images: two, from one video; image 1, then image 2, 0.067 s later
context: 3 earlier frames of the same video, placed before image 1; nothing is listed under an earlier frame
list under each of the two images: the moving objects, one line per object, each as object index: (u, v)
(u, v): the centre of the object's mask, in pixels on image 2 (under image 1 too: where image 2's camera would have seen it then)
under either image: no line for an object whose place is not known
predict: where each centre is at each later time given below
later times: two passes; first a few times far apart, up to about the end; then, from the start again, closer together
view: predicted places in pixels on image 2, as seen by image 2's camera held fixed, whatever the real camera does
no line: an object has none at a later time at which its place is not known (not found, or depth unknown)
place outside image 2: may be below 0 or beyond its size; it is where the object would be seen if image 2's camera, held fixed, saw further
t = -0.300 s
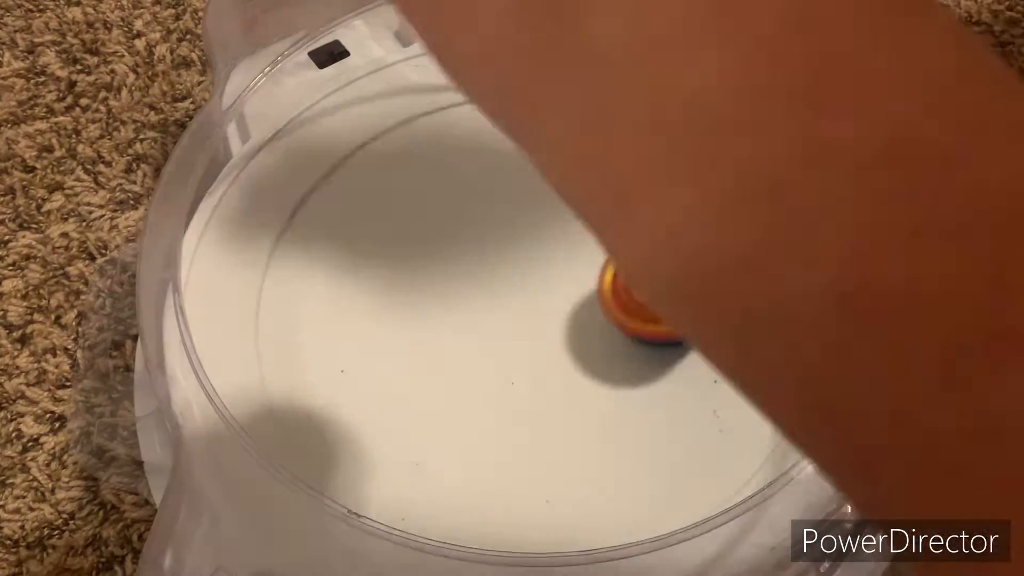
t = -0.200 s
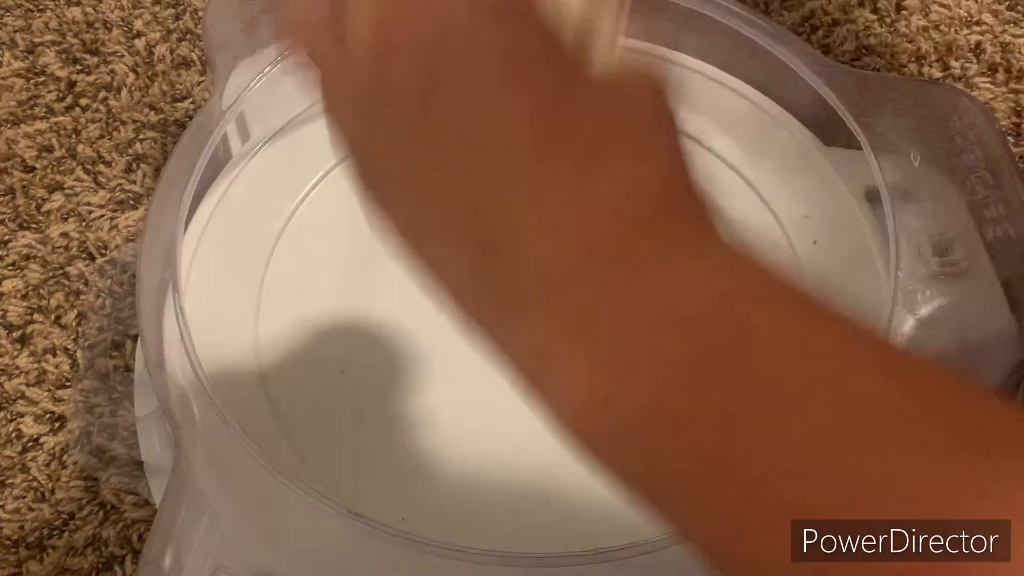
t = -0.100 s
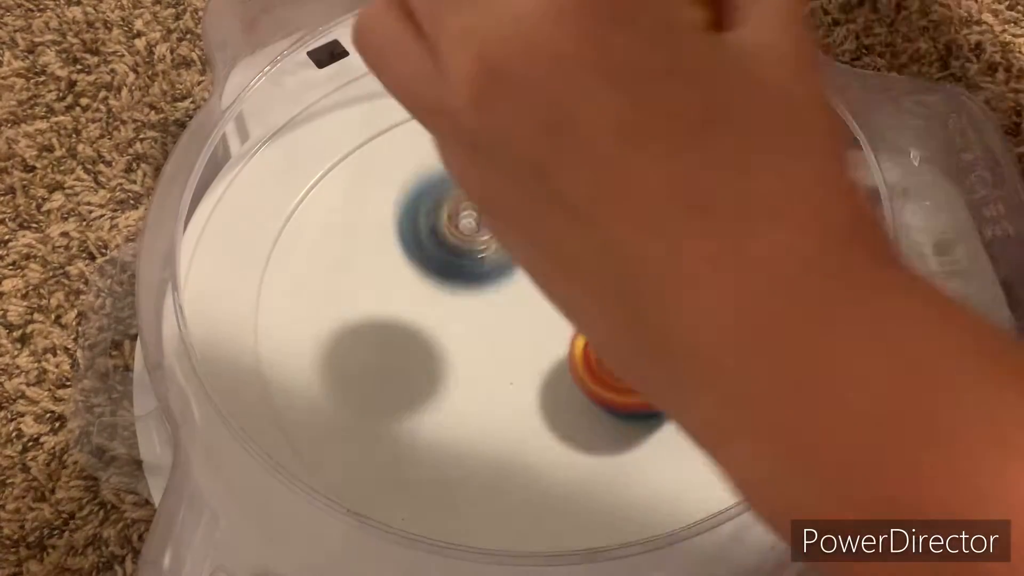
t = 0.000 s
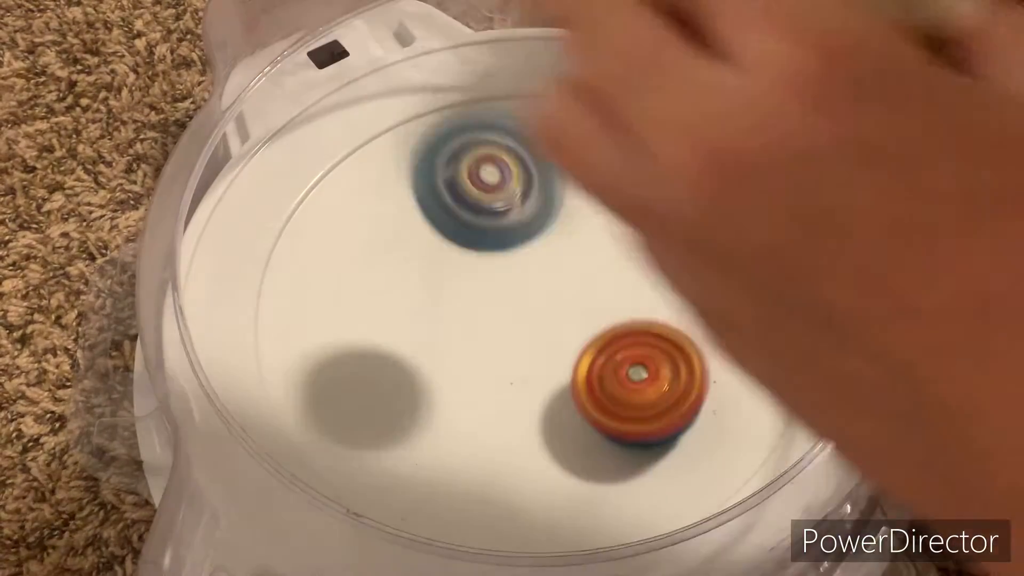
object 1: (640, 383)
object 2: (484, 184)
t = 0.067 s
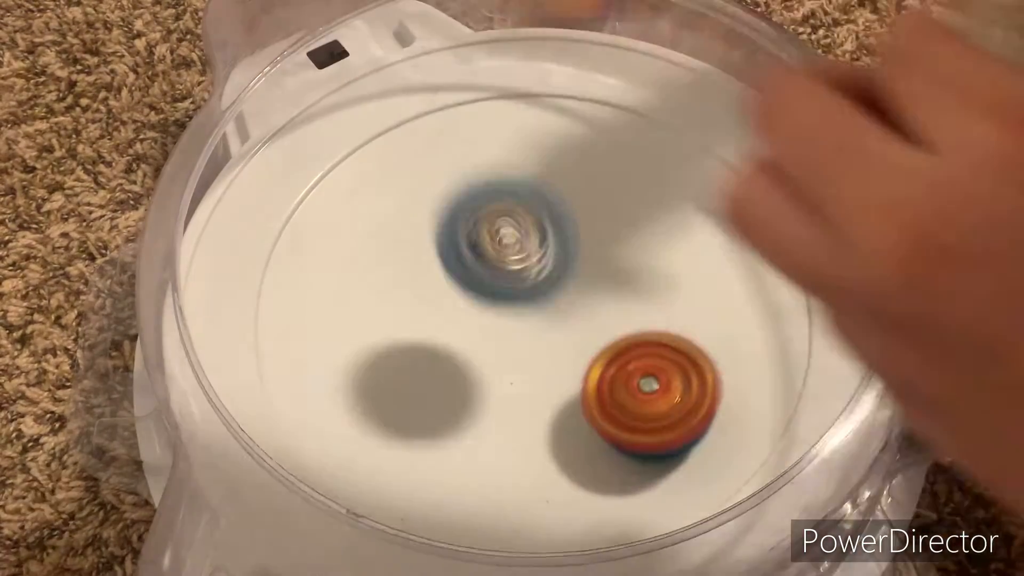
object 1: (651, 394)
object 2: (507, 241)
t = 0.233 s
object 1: (693, 385)
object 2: (576, 275)
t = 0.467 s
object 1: (746, 380)
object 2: (563, 126)
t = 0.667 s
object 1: (691, 344)
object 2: (463, 113)
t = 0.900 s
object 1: (510, 372)
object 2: (479, 228)
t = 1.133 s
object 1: (415, 468)
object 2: (721, 285)
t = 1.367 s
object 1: (505, 504)
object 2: (746, 251)
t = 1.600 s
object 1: (566, 401)
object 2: (575, 201)
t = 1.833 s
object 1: (406, 296)
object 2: (592, 211)
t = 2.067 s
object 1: (276, 331)
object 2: (649, 160)
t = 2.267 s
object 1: (337, 384)
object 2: (526, 218)
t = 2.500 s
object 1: (351, 404)
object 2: (671, 377)
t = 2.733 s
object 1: (428, 369)
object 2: (774, 267)
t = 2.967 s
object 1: (450, 245)
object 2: (561, 181)
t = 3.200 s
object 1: (287, 283)
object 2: (563, 272)
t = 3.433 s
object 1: (411, 355)
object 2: (628, 411)
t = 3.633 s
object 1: (558, 261)
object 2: (684, 358)
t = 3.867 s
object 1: (541, 111)
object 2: (628, 251)
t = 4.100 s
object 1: (426, 94)
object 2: (408, 356)
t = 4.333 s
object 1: (414, 232)
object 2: (474, 498)
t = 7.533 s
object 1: (531, 103)
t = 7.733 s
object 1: (578, 133)
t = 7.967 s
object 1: (617, 156)
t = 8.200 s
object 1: (674, 225)
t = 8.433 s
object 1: (743, 251)
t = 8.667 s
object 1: (621, 346)
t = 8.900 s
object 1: (615, 452)
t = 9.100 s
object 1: (577, 496)
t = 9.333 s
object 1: (477, 452)
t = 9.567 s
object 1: (392, 466)
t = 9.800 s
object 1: (425, 339)
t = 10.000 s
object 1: (451, 236)
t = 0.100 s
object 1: (659, 397)
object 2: (514, 289)
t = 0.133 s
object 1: (668, 398)
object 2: (525, 329)
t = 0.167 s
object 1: (678, 395)
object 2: (541, 297)
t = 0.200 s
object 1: (686, 391)
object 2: (559, 278)
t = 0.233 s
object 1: (693, 385)
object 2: (576, 275)
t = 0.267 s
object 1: (697, 377)
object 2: (589, 289)
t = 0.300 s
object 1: (697, 368)
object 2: (602, 277)
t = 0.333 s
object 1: (711, 376)
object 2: (599, 247)
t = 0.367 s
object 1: (725, 385)
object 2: (591, 213)
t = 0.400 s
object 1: (735, 387)
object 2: (581, 183)
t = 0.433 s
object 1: (742, 386)
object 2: (573, 153)
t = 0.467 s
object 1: (746, 380)
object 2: (563, 126)
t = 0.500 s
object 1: (746, 373)
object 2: (550, 104)
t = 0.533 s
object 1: (742, 366)
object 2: (535, 83)
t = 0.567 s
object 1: (735, 358)
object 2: (519, 75)
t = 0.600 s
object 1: (725, 352)
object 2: (500, 85)
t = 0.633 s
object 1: (710, 346)
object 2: (482, 99)
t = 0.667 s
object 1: (691, 344)
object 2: (463, 113)
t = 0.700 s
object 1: (669, 342)
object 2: (445, 126)
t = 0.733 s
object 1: (645, 342)
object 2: (431, 139)
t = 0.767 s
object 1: (618, 344)
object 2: (424, 154)
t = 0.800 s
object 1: (591, 348)
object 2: (426, 171)
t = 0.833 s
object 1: (563, 354)
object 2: (436, 190)
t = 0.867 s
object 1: (536, 362)
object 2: (453, 209)
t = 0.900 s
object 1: (510, 372)
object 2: (479, 228)
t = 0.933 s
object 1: (486, 385)
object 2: (511, 246)
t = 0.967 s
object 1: (464, 398)
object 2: (546, 261)
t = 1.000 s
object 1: (447, 412)
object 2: (583, 272)
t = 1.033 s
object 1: (433, 426)
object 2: (622, 280)
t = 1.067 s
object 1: (422, 441)
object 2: (659, 282)
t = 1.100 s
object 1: (416, 456)
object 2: (693, 282)
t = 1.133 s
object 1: (415, 468)
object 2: (721, 285)
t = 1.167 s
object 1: (420, 477)
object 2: (745, 283)
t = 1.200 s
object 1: (427, 484)
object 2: (764, 280)
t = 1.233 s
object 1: (437, 491)
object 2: (774, 275)
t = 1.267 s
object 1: (451, 496)
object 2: (777, 270)
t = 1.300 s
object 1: (467, 501)
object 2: (774, 263)
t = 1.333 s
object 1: (486, 503)
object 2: (763, 257)
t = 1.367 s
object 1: (505, 504)
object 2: (746, 251)
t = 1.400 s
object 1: (522, 502)
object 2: (726, 245)
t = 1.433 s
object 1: (537, 497)
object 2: (700, 236)
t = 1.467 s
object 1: (550, 489)
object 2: (675, 229)
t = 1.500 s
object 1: (562, 472)
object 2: (648, 220)
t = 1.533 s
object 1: (569, 451)
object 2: (621, 212)
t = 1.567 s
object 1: (571, 426)
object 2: (596, 206)
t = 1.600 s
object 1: (566, 401)
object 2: (575, 201)
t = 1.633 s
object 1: (555, 376)
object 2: (559, 199)
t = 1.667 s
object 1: (540, 353)
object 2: (548, 200)
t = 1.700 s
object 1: (520, 330)
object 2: (544, 207)
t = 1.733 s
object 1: (495, 315)
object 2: (548, 210)
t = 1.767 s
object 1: (465, 308)
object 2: (559, 210)
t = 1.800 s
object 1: (435, 301)
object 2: (574, 211)
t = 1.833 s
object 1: (406, 296)
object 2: (592, 211)
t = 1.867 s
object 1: (379, 293)
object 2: (610, 210)
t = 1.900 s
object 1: (354, 293)
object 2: (628, 205)
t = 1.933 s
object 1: (331, 295)
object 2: (643, 198)
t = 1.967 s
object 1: (312, 301)
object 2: (653, 189)
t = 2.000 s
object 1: (296, 310)
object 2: (658, 181)
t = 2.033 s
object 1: (284, 320)
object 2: (657, 170)
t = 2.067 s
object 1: (276, 331)
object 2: (649, 160)
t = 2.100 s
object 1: (271, 347)
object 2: (633, 154)
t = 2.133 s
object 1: (276, 356)
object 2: (613, 154)
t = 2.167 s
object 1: (290, 365)
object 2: (590, 159)
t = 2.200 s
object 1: (305, 373)
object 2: (566, 169)
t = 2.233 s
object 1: (321, 380)
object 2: (544, 191)
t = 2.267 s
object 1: (337, 384)
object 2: (526, 218)
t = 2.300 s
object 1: (355, 389)
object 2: (513, 249)
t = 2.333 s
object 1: (373, 388)
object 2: (505, 285)
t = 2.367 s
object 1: (391, 385)
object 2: (503, 322)
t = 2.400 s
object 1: (372, 386)
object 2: (538, 337)
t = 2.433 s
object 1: (354, 399)
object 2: (580, 356)
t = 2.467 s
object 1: (349, 401)
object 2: (626, 368)
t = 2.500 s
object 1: (351, 404)
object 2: (671, 377)
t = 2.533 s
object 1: (359, 404)
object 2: (716, 379)
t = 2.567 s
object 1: (369, 404)
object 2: (760, 374)
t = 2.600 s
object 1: (381, 402)
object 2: (796, 360)
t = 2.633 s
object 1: (393, 396)
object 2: (803, 338)
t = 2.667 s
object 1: (406, 390)
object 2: (797, 319)
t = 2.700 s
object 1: (417, 381)
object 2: (787, 294)
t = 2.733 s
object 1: (428, 369)
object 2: (774, 267)
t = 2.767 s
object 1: (440, 356)
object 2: (759, 240)
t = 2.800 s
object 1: (450, 338)
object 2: (740, 213)
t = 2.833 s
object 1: (457, 319)
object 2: (714, 193)
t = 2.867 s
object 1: (461, 299)
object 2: (678, 180)
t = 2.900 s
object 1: (463, 278)
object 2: (640, 175)
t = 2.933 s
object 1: (462, 259)
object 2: (596, 178)
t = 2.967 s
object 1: (450, 245)
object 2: (561, 181)
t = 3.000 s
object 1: (405, 243)
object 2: (567, 173)
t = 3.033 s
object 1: (370, 243)
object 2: (570, 173)
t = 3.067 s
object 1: (342, 243)
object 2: (571, 182)
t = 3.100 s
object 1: (318, 248)
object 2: (570, 196)
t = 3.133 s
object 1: (302, 258)
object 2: (567, 218)
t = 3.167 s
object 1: (291, 269)
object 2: (564, 242)
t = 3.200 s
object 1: (287, 283)
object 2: (563, 272)
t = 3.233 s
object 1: (289, 298)
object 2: (565, 301)
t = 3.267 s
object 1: (297, 314)
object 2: (571, 328)
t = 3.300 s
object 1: (311, 328)
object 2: (580, 353)
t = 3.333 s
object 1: (331, 341)
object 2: (591, 372)
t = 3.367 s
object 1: (355, 350)
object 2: (602, 392)
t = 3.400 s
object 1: (383, 354)
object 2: (615, 405)
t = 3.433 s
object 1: (411, 355)
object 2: (628, 411)
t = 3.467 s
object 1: (442, 350)
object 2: (640, 412)
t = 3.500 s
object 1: (470, 341)
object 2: (650, 408)
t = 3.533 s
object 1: (496, 327)
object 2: (660, 401)
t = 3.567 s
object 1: (522, 307)
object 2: (669, 389)
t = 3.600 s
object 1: (543, 285)
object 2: (677, 374)
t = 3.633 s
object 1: (558, 261)
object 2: (684, 358)
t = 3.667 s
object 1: (570, 235)
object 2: (692, 339)
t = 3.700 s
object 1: (577, 210)
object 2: (697, 319)
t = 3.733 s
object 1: (578, 185)
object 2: (698, 297)
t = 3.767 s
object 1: (575, 162)
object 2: (693, 279)
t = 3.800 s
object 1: (568, 143)
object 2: (680, 263)
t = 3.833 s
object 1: (556, 124)
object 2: (656, 255)
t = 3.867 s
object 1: (541, 111)
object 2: (628, 251)
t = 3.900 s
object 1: (524, 100)
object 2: (593, 252)
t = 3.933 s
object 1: (506, 92)
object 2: (558, 261)
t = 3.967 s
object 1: (487, 87)
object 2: (523, 273)
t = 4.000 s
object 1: (469, 86)
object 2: (488, 290)
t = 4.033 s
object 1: (451, 86)
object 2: (458, 309)
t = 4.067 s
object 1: (438, 89)
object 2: (431, 332)
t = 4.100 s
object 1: (426, 94)
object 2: (408, 356)
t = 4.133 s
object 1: (416, 102)
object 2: (392, 381)
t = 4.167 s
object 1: (405, 117)
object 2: (383, 408)
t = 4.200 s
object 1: (397, 135)
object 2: (382, 435)
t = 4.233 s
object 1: (392, 157)
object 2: (392, 458)
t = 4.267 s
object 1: (394, 182)
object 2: (411, 474)
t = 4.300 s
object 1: (401, 207)
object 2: (440, 488)
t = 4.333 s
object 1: (414, 232)
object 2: (474, 498)
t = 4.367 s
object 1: (434, 257)
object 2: (517, 506)
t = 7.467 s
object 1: (509, 107)
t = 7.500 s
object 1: (520, 104)
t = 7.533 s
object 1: (531, 103)
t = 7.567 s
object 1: (540, 104)
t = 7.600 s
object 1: (548, 107)
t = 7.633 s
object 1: (556, 111)
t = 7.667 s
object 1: (563, 117)
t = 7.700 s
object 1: (571, 125)
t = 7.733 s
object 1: (578, 133)
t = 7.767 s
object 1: (585, 143)
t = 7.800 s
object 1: (593, 154)
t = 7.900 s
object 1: (611, 162)
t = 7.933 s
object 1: (613, 156)
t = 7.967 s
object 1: (617, 156)
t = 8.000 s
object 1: (622, 160)
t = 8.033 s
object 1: (630, 168)
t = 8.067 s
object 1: (638, 178)
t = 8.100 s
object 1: (647, 190)
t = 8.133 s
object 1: (656, 201)
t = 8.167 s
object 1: (665, 214)
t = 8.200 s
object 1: (674, 225)
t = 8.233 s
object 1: (698, 228)
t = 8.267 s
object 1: (744, 217)
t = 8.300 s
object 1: (778, 210)
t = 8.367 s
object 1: (768, 228)
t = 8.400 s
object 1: (757, 239)
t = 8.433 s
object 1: (743, 251)
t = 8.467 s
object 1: (730, 264)
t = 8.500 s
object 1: (712, 277)
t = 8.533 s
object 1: (694, 291)
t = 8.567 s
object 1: (677, 305)
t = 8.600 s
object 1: (658, 319)
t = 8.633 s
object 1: (639, 334)
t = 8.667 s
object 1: (621, 346)
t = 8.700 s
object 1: (604, 358)
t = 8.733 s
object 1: (587, 369)
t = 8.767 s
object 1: (573, 379)
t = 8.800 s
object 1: (565, 391)
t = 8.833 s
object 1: (586, 413)
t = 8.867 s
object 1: (605, 435)
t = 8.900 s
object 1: (615, 452)
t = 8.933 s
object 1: (619, 467)
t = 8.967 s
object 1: (615, 478)
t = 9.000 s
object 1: (609, 485)
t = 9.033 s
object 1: (600, 491)
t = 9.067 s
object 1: (589, 494)
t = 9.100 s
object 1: (577, 496)
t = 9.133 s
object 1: (564, 496)
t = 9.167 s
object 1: (550, 495)
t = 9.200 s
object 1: (536, 492)
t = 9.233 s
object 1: (520, 486)
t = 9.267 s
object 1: (505, 476)
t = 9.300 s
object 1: (491, 465)
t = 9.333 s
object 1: (477, 452)
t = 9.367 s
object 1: (463, 437)
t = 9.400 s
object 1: (450, 422)
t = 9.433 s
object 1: (433, 428)
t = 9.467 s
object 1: (409, 459)
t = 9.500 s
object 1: (391, 473)
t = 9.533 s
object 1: (390, 472)
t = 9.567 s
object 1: (392, 466)
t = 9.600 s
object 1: (394, 454)
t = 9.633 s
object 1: (399, 437)
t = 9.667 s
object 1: (404, 420)
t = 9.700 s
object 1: (409, 400)
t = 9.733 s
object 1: (414, 380)
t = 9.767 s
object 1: (419, 360)
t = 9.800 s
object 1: (425, 339)
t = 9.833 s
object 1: (431, 319)
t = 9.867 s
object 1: (436, 301)
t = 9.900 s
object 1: (441, 283)
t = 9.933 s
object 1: (445, 267)
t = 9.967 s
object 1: (449, 251)
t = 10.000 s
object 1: (451, 236)
